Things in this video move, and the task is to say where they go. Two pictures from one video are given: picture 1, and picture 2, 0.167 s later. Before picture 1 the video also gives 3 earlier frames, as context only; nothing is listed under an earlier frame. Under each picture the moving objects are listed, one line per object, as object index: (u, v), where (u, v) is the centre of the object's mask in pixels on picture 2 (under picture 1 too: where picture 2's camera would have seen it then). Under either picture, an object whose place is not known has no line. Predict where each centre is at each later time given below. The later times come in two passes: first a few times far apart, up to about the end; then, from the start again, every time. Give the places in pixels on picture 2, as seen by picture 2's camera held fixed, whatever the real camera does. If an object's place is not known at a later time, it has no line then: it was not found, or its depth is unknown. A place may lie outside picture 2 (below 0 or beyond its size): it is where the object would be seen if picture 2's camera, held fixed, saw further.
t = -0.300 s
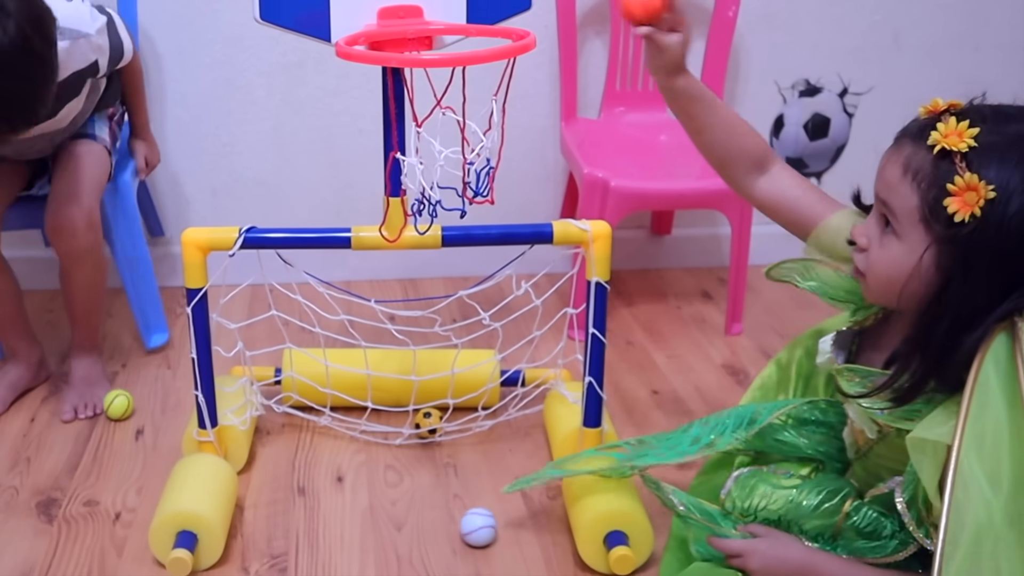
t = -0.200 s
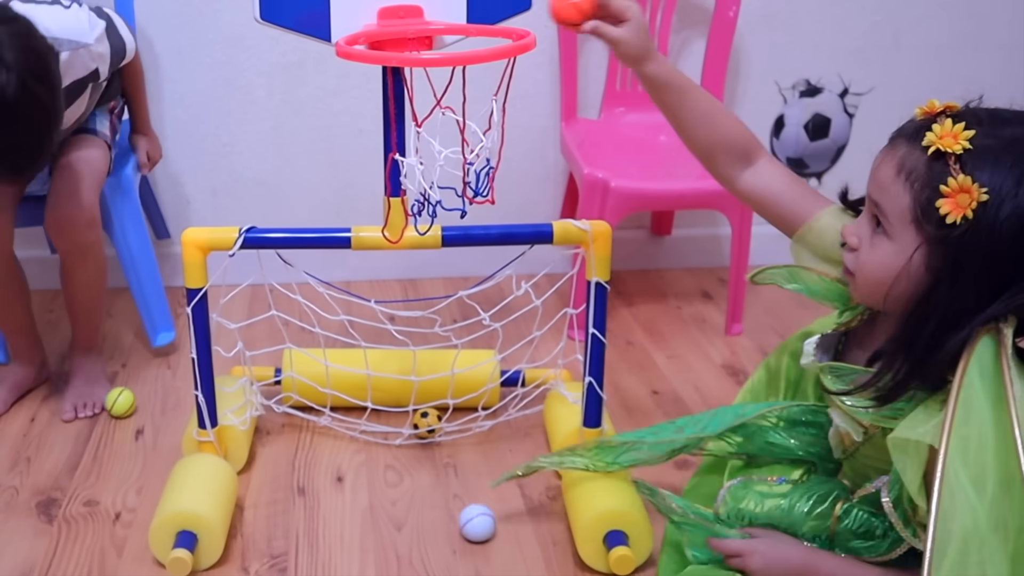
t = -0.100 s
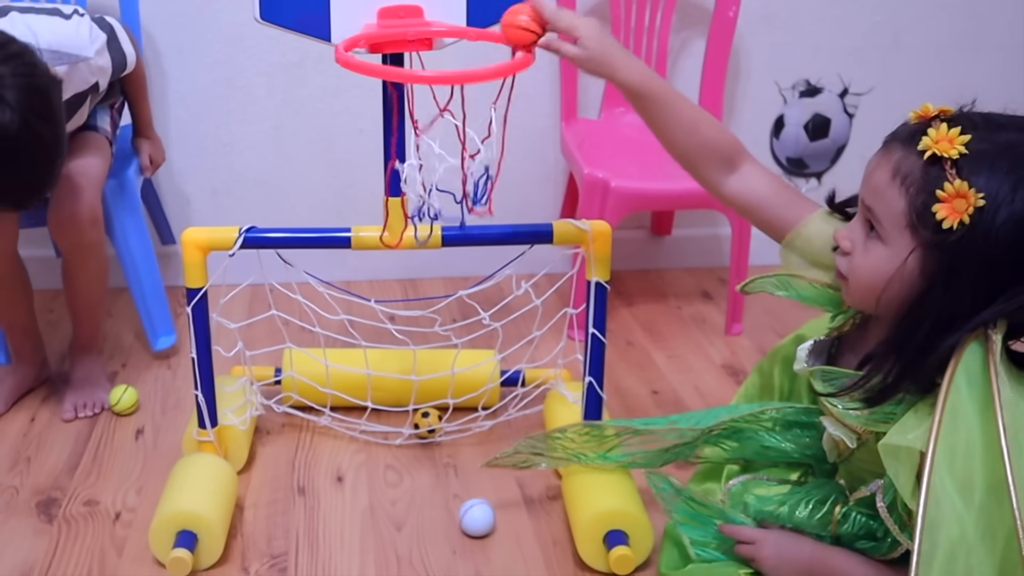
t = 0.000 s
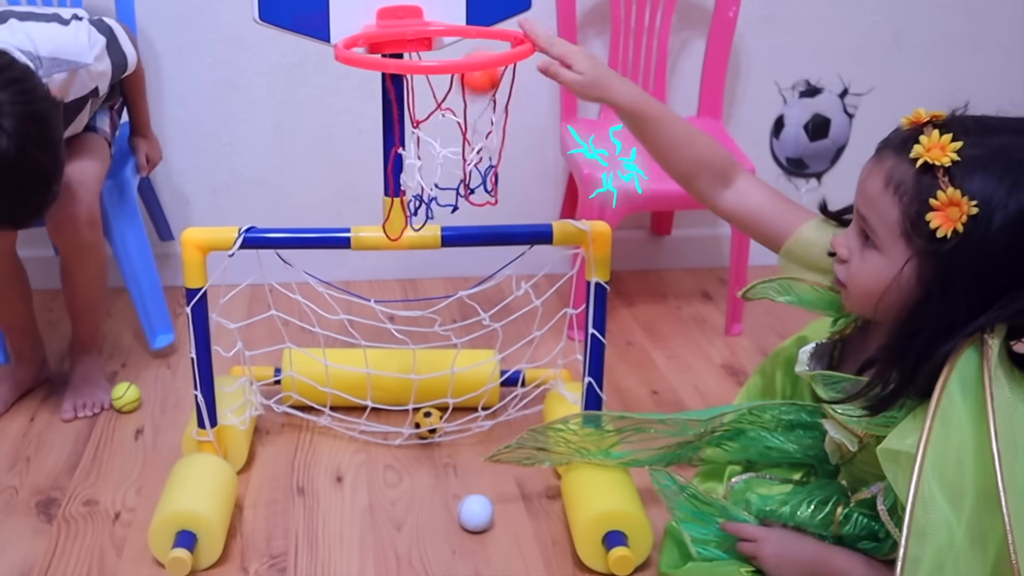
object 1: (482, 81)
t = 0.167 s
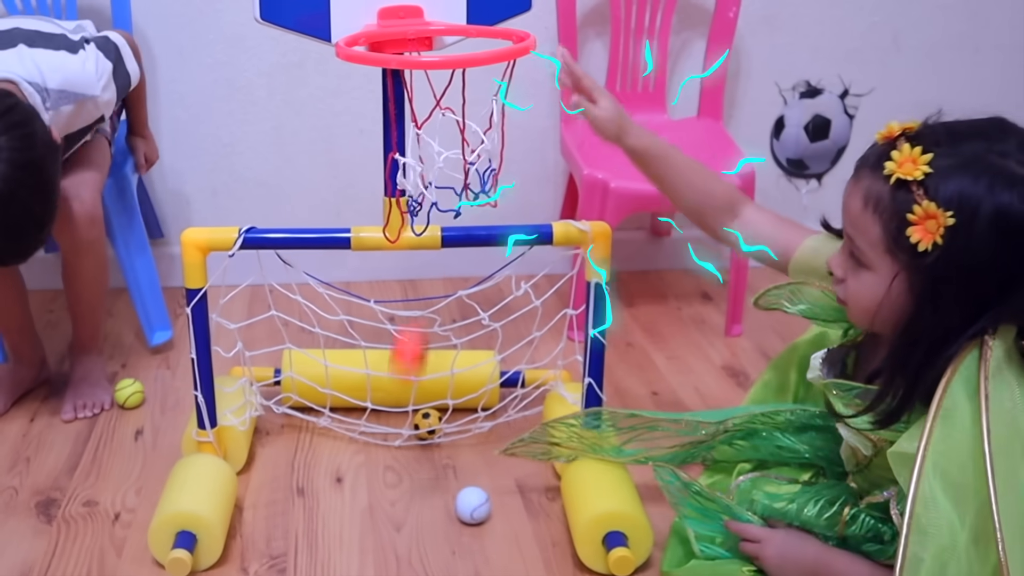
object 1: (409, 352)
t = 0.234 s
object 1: (387, 514)
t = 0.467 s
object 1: (306, 398)
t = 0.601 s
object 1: (269, 484)
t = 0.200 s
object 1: (397, 431)
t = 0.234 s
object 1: (387, 514)
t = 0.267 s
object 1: (374, 491)
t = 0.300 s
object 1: (361, 454)
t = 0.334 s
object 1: (350, 425)
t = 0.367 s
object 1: (339, 407)
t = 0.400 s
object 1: (327, 396)
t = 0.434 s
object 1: (316, 393)
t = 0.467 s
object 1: (306, 398)
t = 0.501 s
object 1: (296, 413)
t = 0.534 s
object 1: (287, 435)
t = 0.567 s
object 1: (278, 464)
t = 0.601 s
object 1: (269, 484)
